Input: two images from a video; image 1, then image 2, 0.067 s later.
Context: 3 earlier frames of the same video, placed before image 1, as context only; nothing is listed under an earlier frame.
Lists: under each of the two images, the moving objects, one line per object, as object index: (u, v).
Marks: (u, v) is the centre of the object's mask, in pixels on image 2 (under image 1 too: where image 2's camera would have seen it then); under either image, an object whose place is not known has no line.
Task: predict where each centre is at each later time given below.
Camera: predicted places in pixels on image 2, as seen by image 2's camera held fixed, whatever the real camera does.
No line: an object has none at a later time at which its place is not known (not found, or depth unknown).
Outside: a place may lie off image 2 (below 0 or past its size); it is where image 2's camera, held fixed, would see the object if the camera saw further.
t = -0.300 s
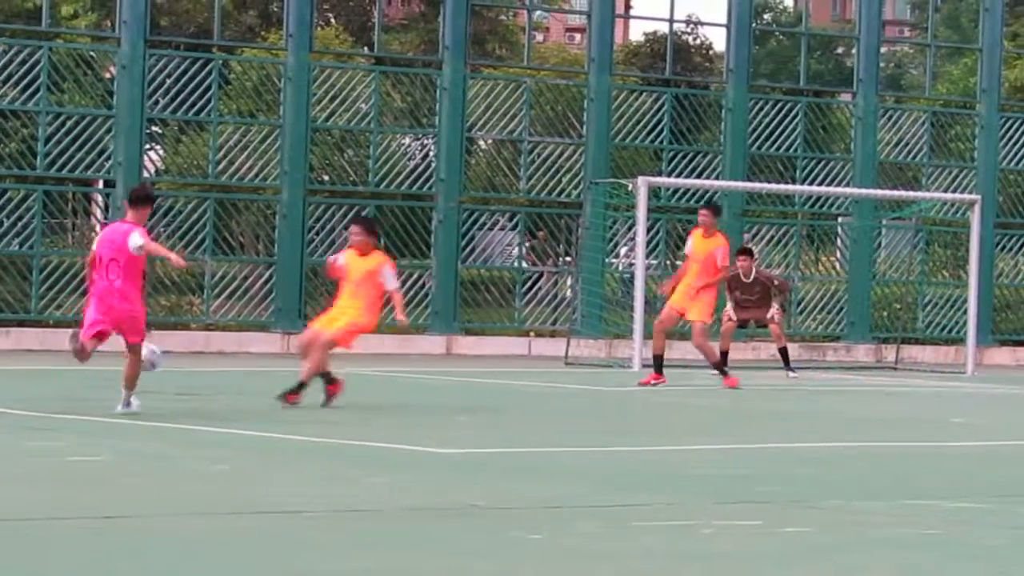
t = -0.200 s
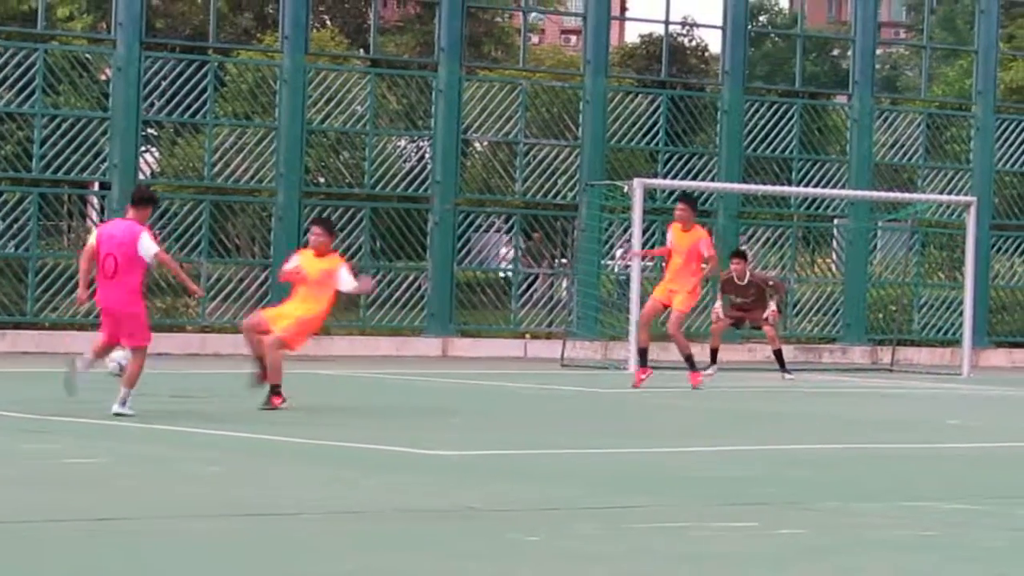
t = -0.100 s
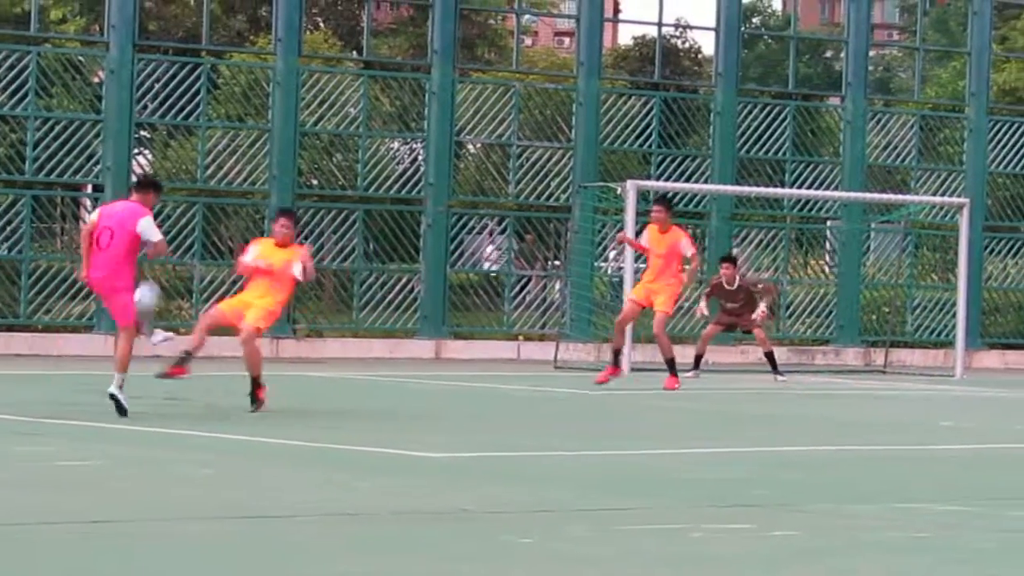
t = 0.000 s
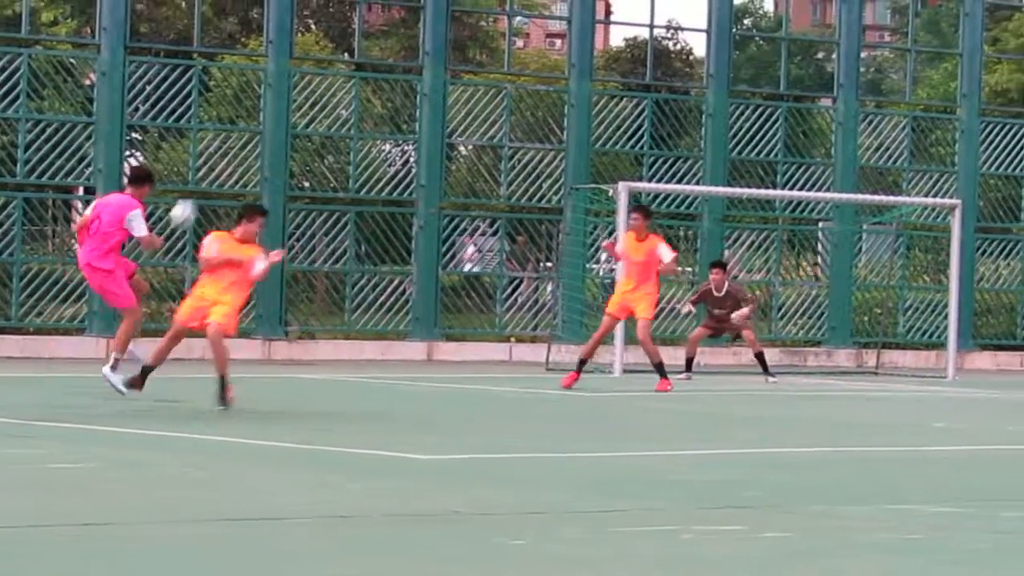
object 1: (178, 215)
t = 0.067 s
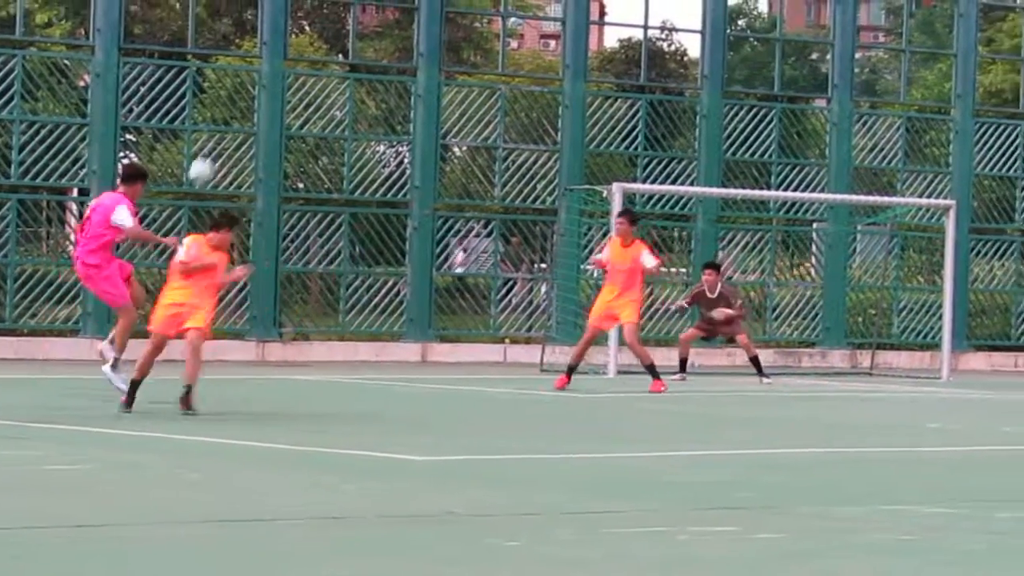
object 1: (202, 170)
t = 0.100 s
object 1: (210, 153)
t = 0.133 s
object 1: (219, 137)
